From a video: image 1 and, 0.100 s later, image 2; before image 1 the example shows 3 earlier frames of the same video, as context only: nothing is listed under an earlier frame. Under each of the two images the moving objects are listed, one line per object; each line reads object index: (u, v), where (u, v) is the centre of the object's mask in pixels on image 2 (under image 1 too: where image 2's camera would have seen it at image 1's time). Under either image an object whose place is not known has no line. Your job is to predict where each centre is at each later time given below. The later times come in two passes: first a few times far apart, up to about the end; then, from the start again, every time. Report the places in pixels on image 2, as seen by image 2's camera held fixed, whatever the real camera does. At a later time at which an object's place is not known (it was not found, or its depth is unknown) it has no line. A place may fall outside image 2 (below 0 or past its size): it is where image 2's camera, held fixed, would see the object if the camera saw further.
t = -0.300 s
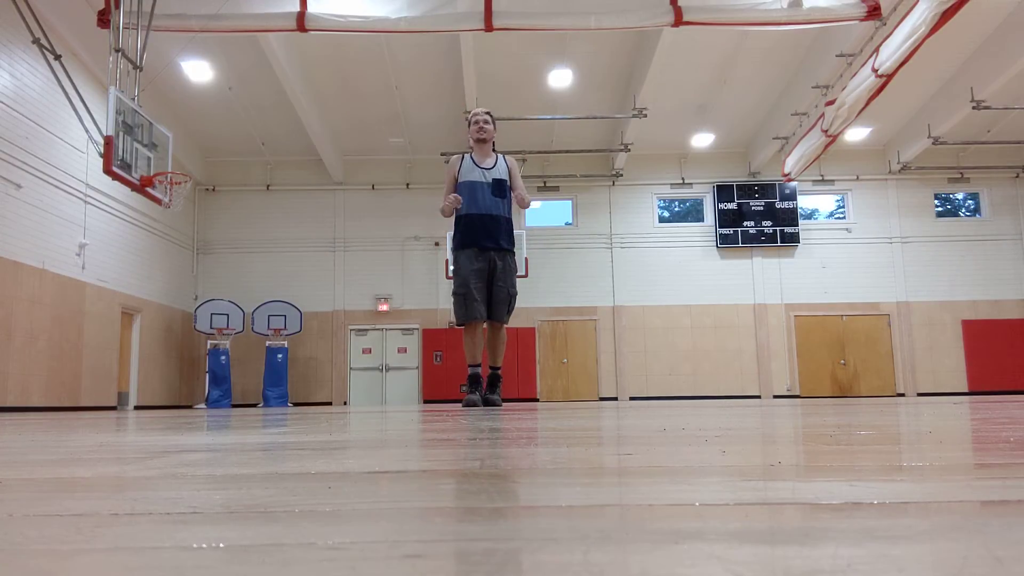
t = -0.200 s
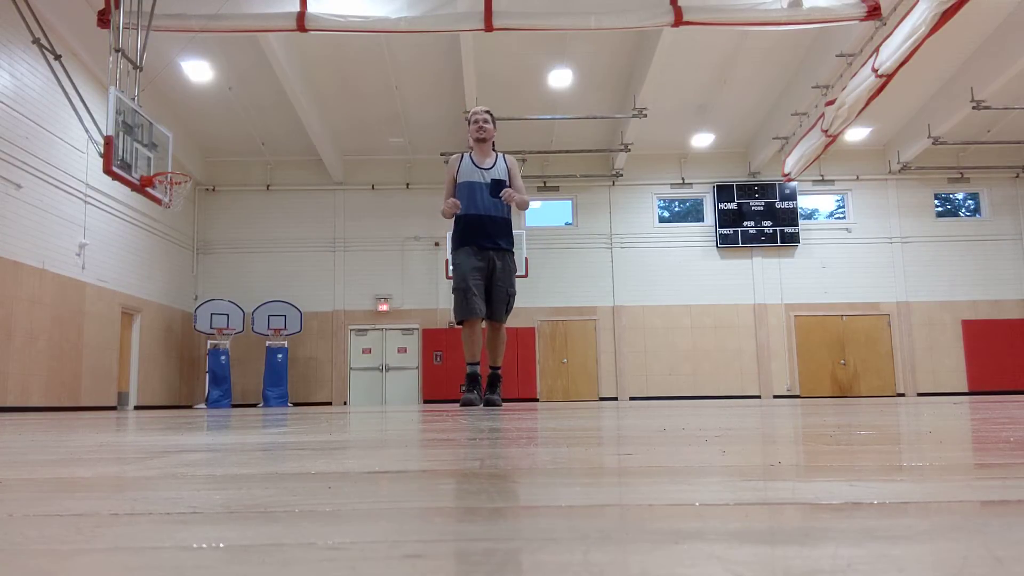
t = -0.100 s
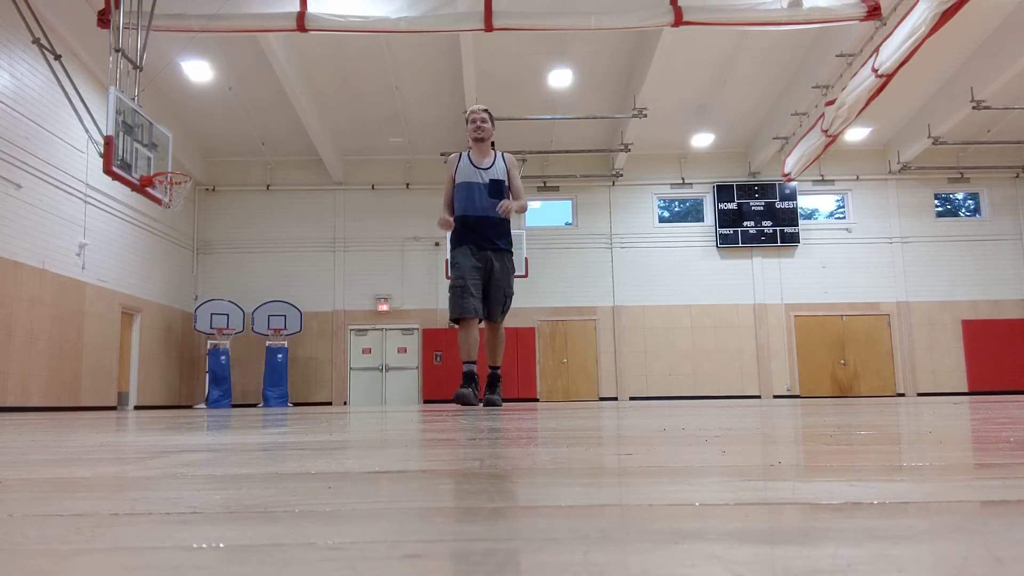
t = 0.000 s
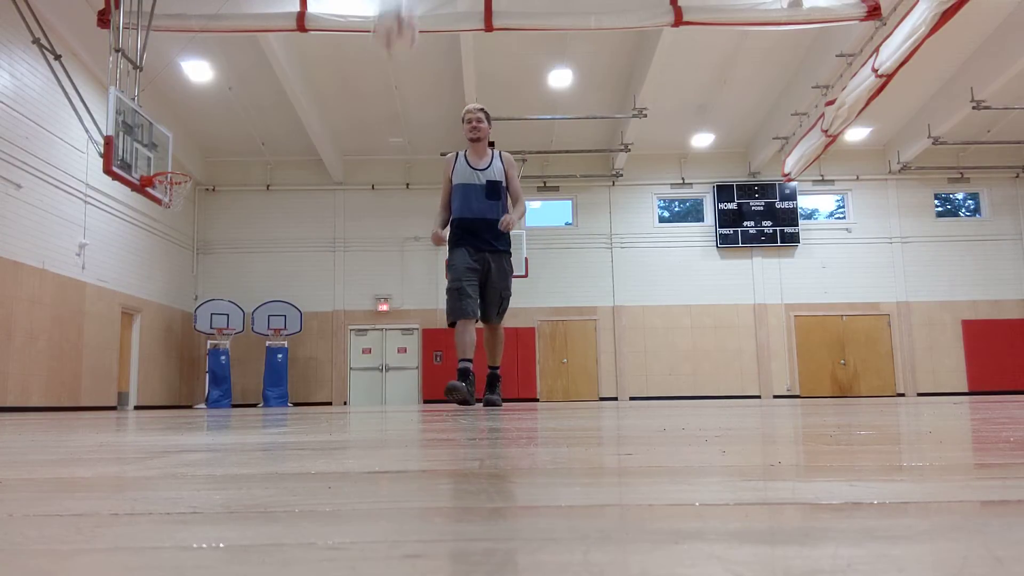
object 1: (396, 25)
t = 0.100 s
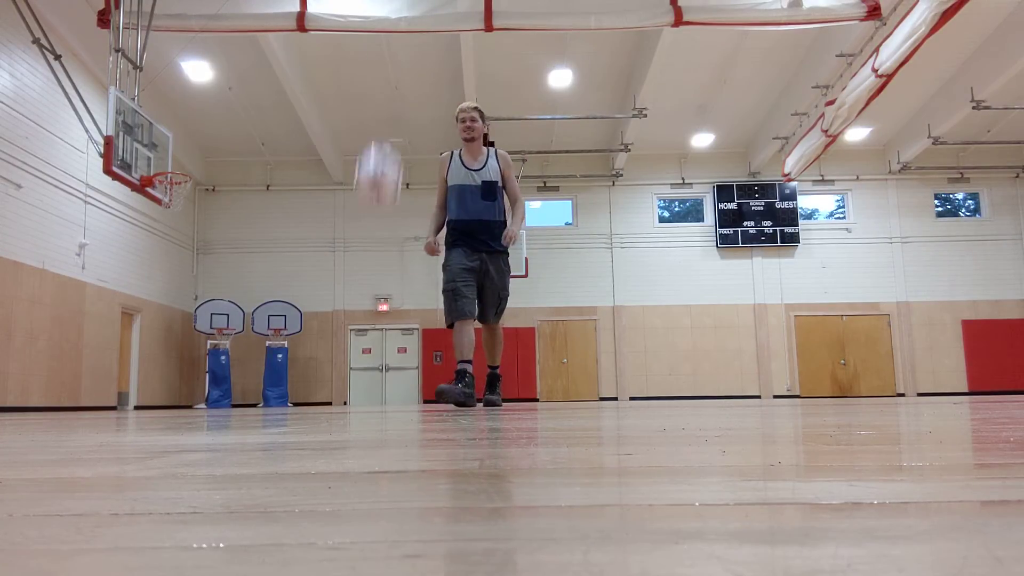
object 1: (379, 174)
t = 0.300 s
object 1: (353, 315)
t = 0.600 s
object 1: (338, 169)
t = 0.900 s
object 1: (323, 219)
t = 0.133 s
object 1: (372, 231)
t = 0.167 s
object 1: (367, 287)
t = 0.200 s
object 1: (361, 357)
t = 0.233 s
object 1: (357, 379)
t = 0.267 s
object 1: (355, 345)
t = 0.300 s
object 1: (353, 315)
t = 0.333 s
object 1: (353, 288)
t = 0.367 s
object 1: (350, 264)
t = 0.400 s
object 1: (348, 242)
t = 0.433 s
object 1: (346, 224)
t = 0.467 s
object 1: (345, 208)
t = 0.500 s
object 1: (343, 195)
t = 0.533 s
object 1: (342, 183)
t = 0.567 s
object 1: (340, 175)
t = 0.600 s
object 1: (338, 169)
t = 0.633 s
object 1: (336, 165)
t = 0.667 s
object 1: (335, 163)
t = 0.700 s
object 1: (333, 164)
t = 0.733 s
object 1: (331, 167)
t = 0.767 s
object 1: (330, 173)
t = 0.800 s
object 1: (328, 181)
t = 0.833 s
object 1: (326, 191)
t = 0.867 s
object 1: (325, 204)
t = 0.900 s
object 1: (323, 219)
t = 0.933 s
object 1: (321, 236)
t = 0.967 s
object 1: (319, 257)
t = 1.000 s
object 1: (318, 279)
